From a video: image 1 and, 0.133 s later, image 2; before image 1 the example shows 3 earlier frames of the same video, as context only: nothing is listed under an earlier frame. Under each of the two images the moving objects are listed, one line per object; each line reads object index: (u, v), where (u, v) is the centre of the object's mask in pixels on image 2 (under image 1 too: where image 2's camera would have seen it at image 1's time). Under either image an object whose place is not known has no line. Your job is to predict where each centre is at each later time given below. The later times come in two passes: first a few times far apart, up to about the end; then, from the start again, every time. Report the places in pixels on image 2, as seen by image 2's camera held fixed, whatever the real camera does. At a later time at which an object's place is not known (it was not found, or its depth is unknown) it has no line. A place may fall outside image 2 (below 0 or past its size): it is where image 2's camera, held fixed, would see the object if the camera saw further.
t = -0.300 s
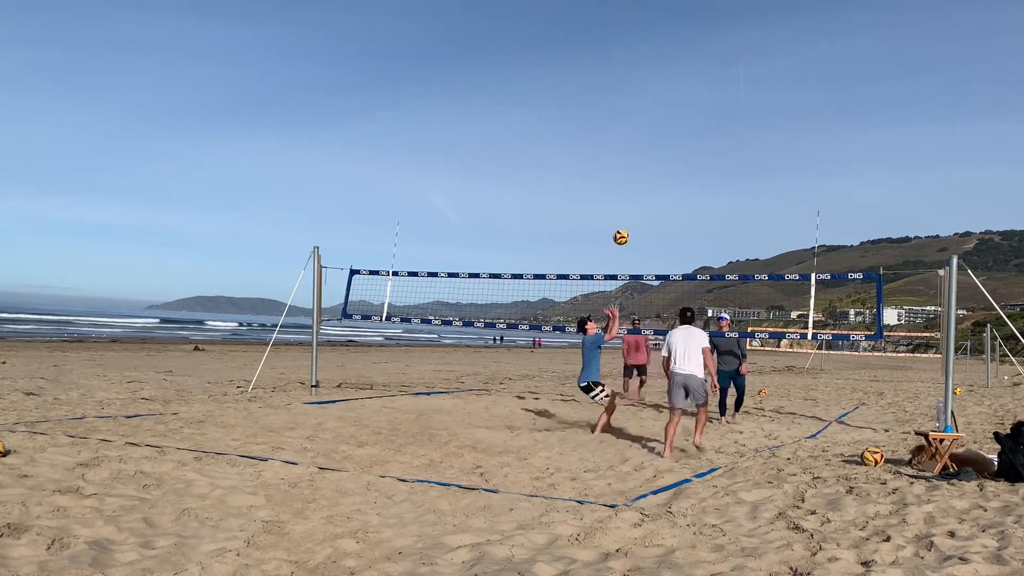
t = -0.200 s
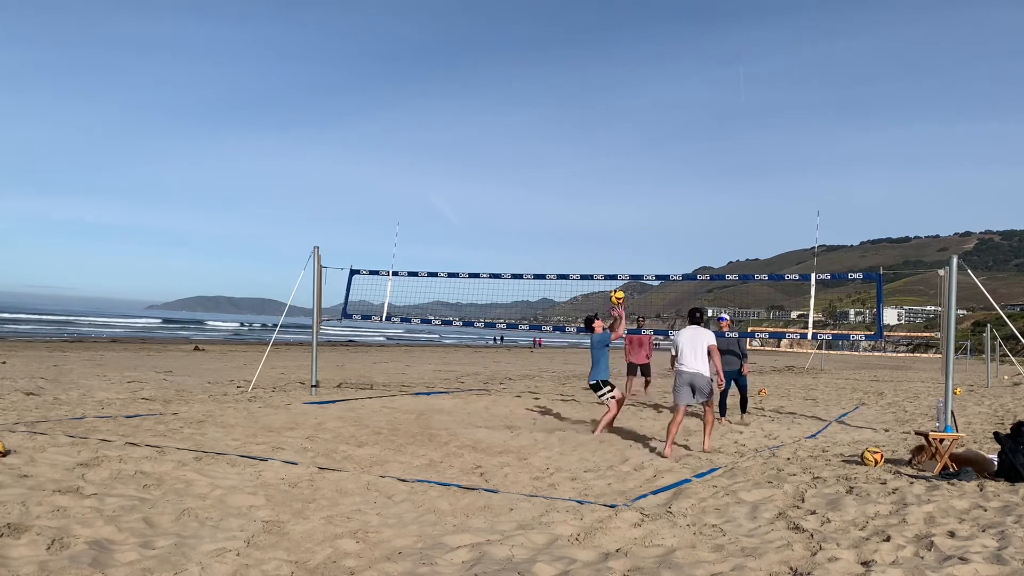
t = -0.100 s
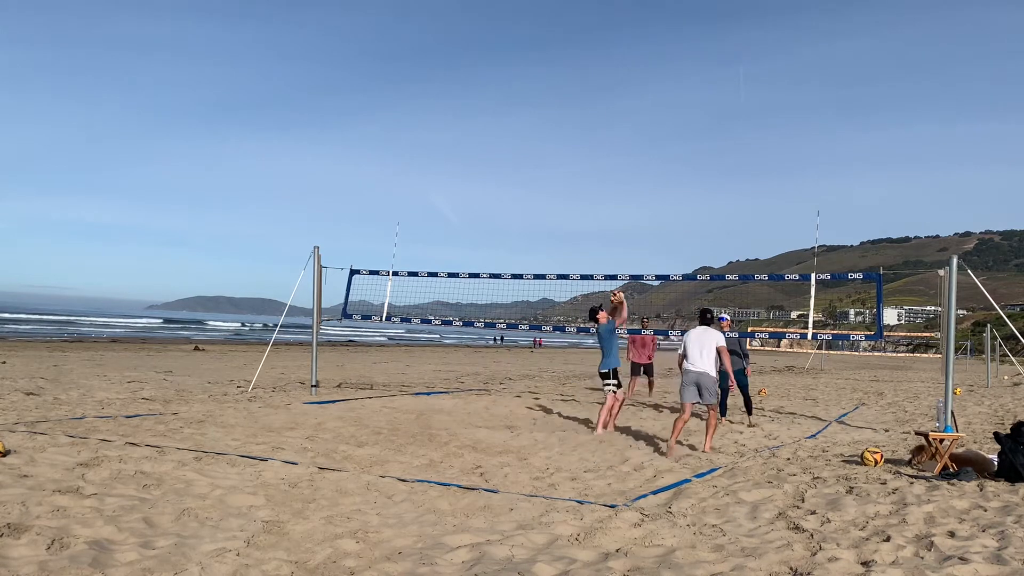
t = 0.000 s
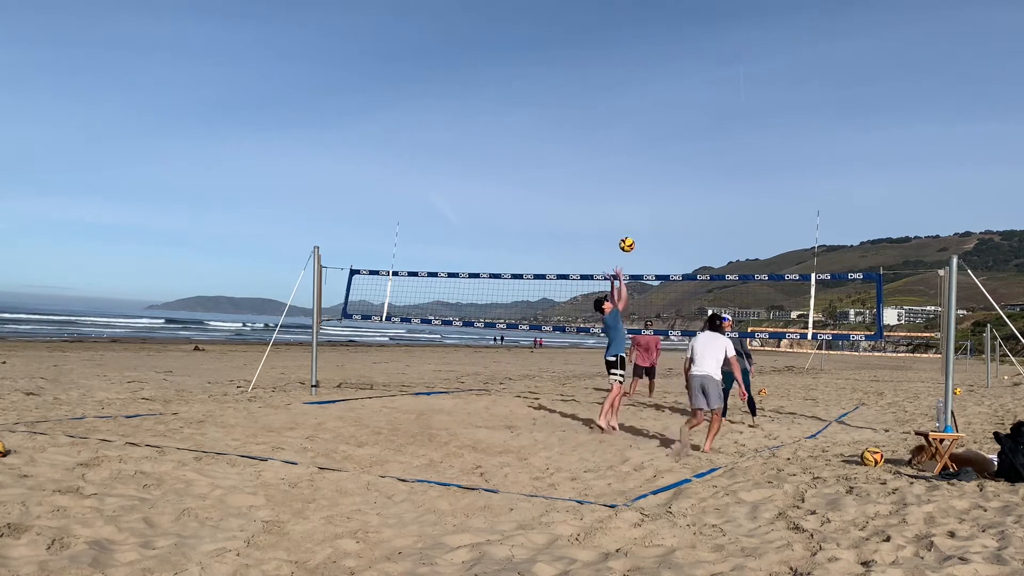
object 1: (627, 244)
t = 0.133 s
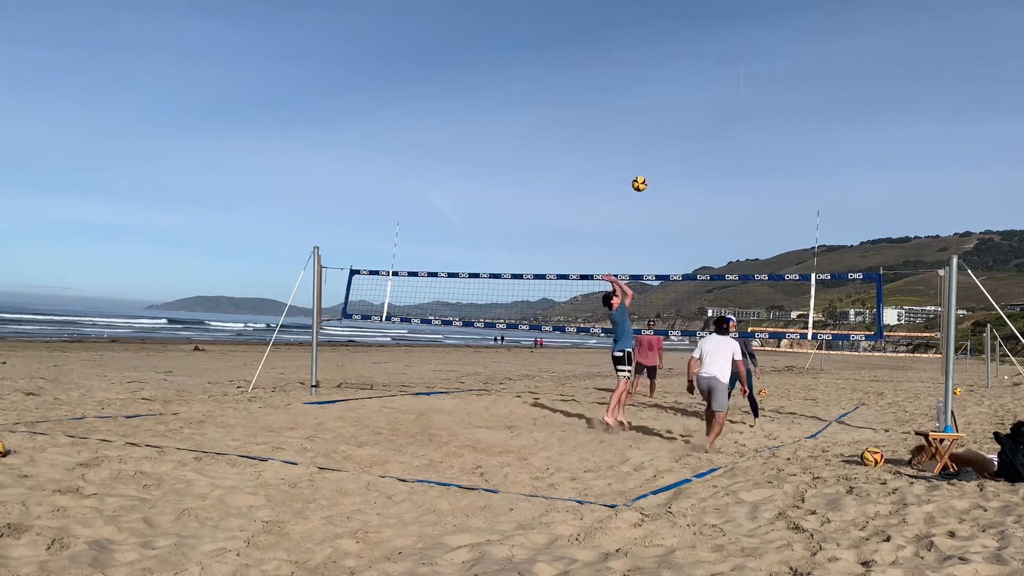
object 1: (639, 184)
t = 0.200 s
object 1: (645, 158)
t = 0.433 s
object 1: (665, 97)
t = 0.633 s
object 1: (679, 76)
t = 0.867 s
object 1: (692, 86)
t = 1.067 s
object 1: (701, 122)
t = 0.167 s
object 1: (642, 171)
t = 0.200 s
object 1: (645, 158)
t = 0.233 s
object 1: (648, 147)
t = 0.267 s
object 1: (651, 137)
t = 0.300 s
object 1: (654, 127)
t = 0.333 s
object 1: (657, 119)
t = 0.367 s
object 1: (660, 111)
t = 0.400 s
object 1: (662, 104)
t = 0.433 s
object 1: (665, 97)
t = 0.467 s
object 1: (667, 92)
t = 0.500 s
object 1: (670, 87)
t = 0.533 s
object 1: (672, 84)
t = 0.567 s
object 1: (674, 80)
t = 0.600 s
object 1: (677, 78)
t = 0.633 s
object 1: (679, 76)
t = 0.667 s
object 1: (681, 76)
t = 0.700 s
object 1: (683, 75)
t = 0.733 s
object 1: (685, 76)
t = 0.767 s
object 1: (686, 77)
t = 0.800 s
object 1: (689, 80)
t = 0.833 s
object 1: (690, 82)
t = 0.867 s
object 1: (692, 86)
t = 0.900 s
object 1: (694, 90)
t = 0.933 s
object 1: (695, 95)
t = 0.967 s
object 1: (697, 101)
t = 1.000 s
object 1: (699, 107)
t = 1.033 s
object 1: (700, 114)
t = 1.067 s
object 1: (701, 122)
